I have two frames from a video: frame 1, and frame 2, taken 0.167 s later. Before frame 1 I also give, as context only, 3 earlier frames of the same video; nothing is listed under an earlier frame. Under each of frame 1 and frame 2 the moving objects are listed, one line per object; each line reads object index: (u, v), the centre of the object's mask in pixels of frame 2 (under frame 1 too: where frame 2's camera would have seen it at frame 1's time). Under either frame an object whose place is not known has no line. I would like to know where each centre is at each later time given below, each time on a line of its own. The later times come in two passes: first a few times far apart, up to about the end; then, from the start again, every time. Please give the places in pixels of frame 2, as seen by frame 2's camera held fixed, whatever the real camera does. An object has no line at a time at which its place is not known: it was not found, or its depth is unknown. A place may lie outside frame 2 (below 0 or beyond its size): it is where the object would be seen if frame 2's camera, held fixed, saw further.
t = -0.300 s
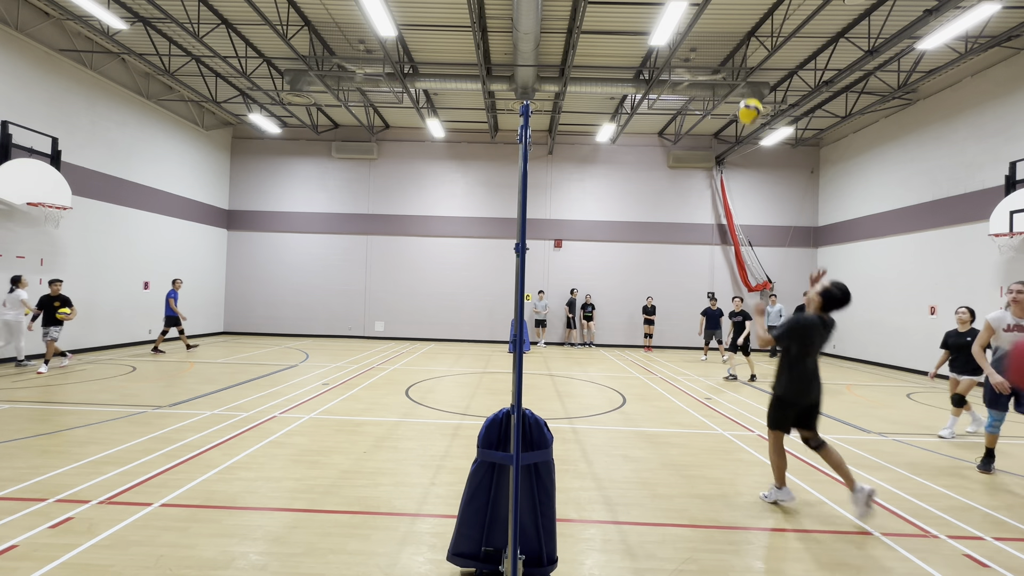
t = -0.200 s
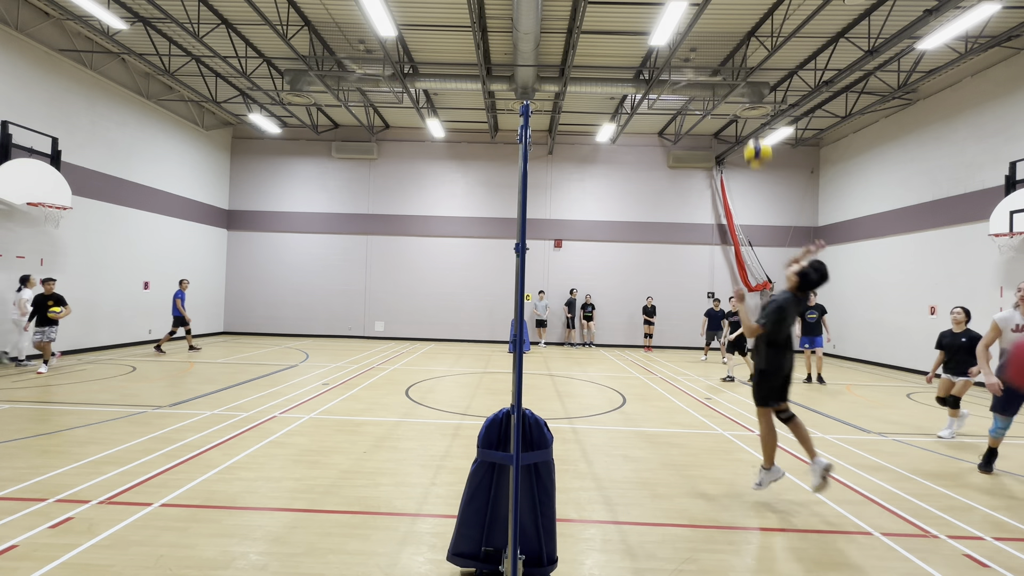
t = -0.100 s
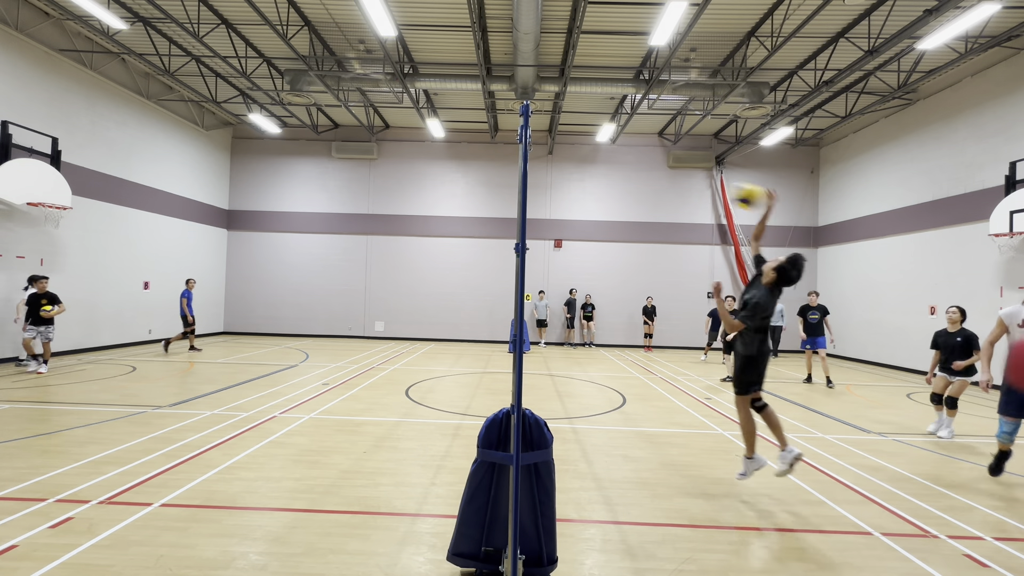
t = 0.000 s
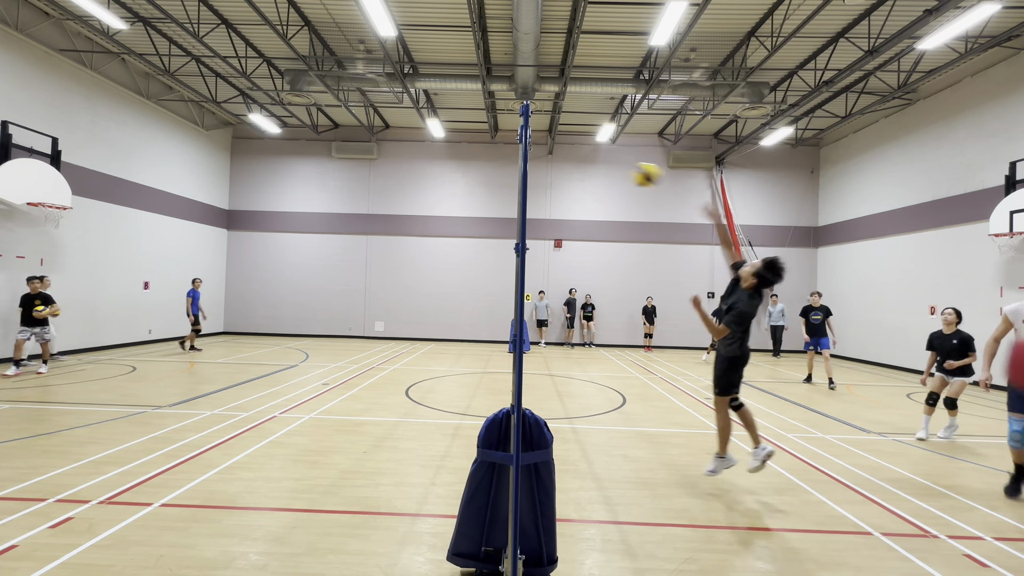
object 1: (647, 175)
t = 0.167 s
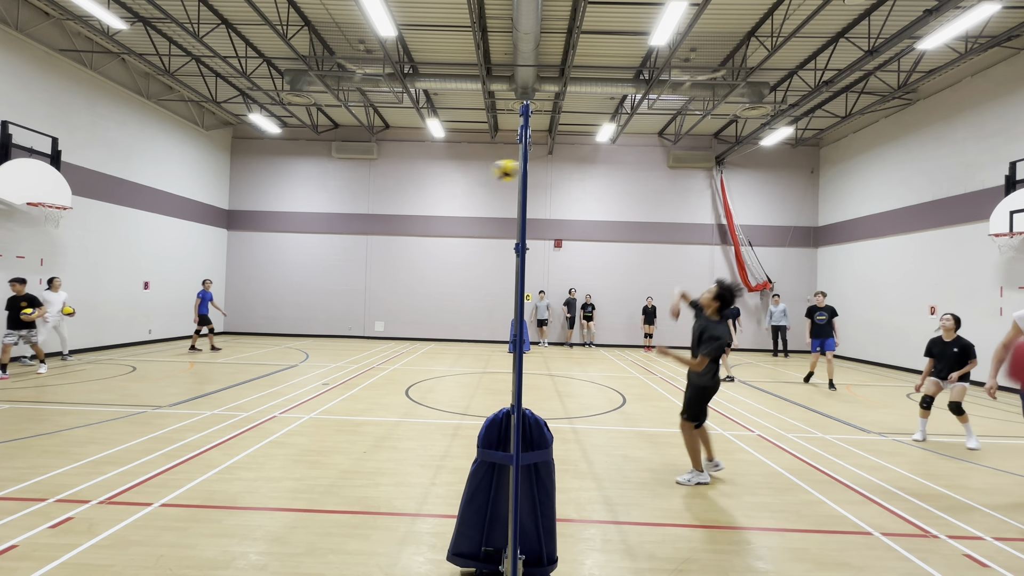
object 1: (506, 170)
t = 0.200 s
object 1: (482, 172)
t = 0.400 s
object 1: (357, 209)
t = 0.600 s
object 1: (256, 272)
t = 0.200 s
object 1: (482, 172)
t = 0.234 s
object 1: (459, 176)
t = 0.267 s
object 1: (436, 181)
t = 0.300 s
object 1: (415, 186)
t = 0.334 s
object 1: (395, 192)
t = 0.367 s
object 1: (375, 201)
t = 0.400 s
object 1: (357, 209)
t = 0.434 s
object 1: (338, 218)
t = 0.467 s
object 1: (320, 227)
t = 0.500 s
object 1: (303, 237)
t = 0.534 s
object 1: (286, 248)
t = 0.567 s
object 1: (271, 260)
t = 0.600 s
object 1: (256, 272)
